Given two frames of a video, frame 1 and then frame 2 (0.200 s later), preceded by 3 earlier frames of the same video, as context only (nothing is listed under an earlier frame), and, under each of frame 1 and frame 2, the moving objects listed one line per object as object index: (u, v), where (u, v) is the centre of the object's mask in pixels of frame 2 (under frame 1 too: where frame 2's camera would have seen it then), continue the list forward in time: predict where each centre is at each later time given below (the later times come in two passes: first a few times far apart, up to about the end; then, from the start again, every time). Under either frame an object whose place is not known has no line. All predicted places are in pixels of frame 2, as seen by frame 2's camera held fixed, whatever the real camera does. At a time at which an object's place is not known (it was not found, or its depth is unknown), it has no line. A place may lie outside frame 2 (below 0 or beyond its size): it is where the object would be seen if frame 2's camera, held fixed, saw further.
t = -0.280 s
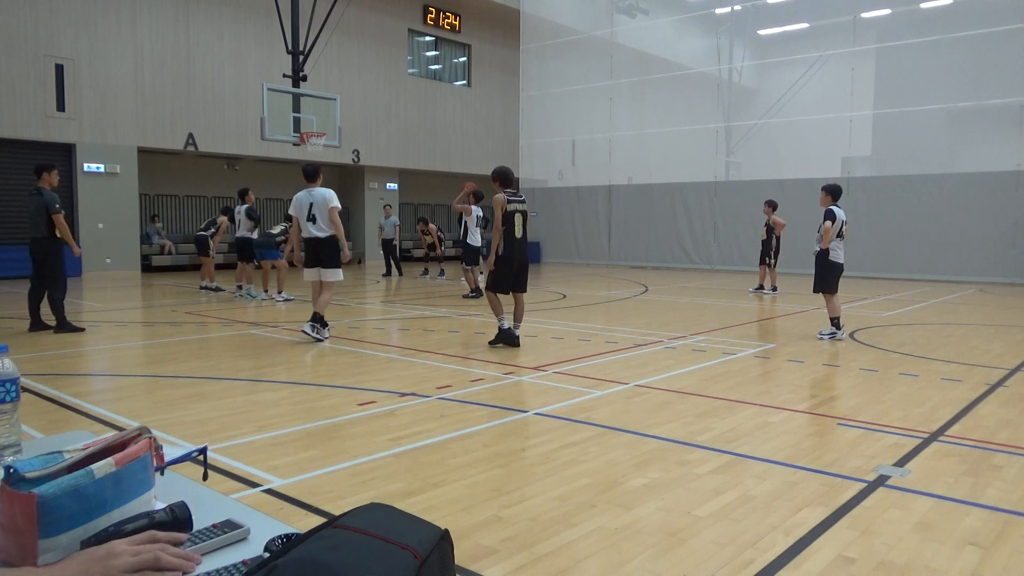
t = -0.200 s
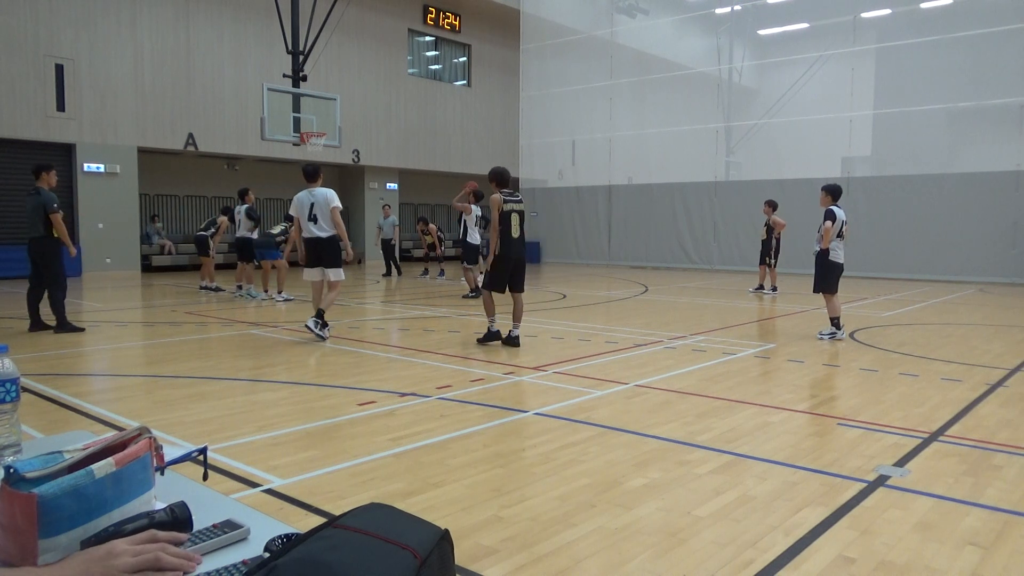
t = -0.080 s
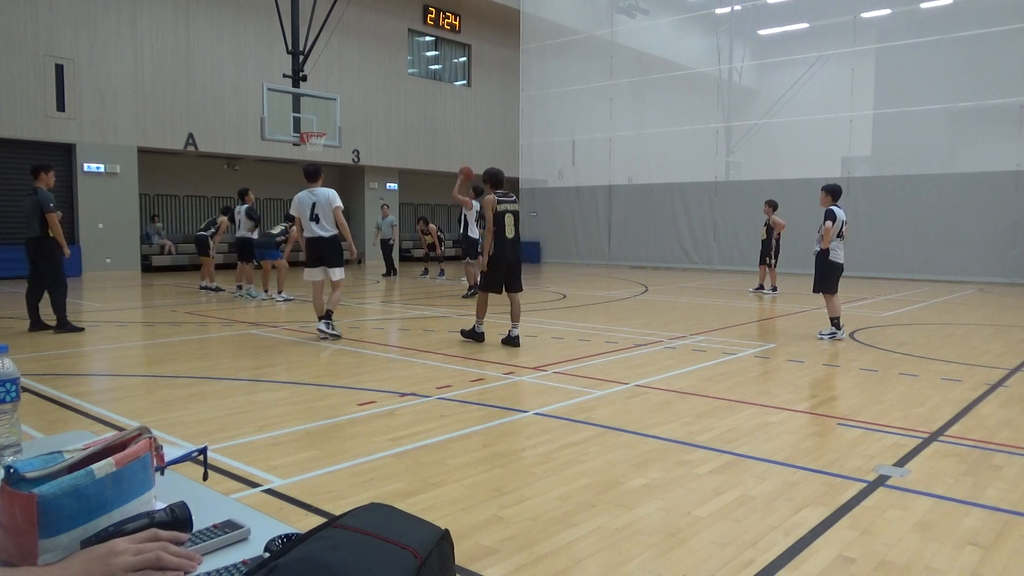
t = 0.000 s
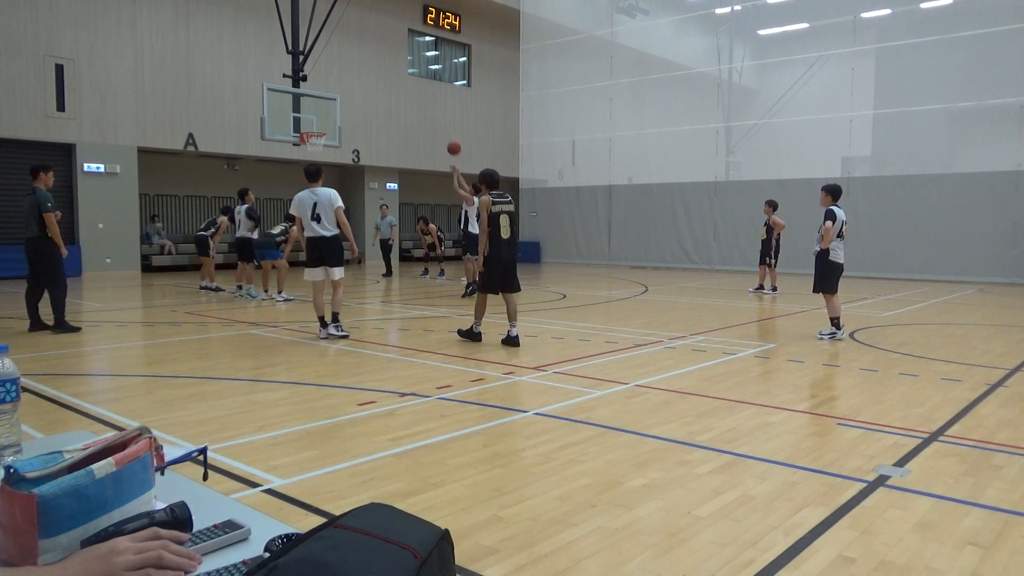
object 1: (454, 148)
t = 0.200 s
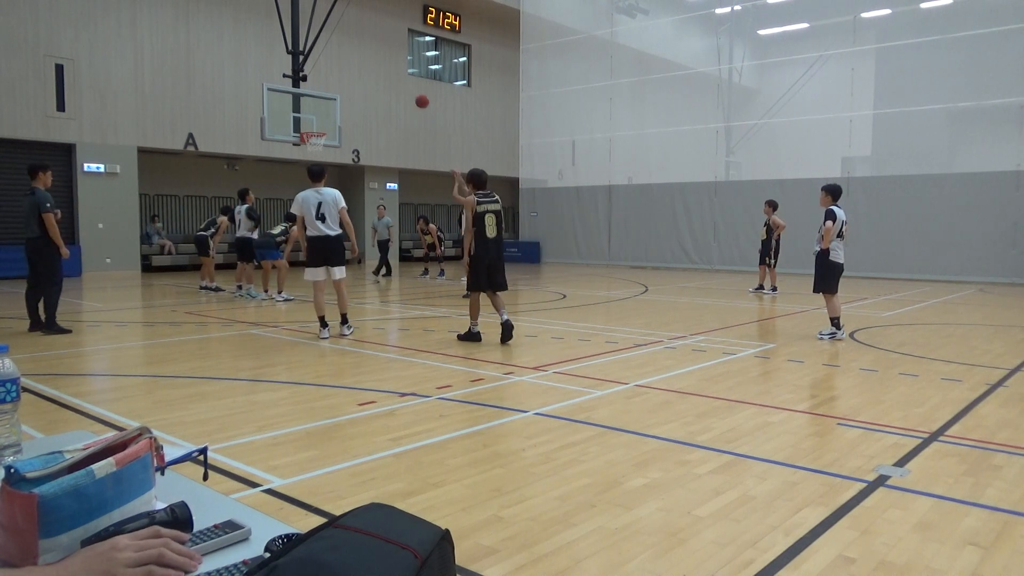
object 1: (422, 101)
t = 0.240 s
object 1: (416, 95)
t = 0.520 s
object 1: (376, 78)
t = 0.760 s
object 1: (347, 96)
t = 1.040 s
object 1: (320, 123)
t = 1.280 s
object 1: (317, 117)
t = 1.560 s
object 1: (330, 127)
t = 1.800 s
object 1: (340, 143)
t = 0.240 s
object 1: (416, 95)
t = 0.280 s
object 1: (410, 90)
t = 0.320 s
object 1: (404, 86)
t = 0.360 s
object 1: (398, 82)
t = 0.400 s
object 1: (393, 80)
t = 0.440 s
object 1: (387, 78)
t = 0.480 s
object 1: (382, 78)
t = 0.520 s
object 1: (376, 78)
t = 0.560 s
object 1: (371, 79)
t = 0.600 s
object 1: (366, 81)
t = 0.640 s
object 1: (361, 83)
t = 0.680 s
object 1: (356, 87)
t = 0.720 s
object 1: (351, 91)
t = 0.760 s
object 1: (347, 96)
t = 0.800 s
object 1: (342, 101)
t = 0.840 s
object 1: (338, 108)
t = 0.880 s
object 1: (333, 115)
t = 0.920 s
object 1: (329, 122)
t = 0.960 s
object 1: (325, 129)
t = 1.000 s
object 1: (323, 125)
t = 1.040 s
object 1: (320, 123)
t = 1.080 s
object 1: (318, 121)
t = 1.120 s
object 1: (315, 120)
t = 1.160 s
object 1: (313, 120)
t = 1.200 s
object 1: (314, 118)
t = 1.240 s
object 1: (316, 117)
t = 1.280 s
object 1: (317, 117)
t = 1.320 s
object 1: (319, 118)
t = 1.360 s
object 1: (321, 119)
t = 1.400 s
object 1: (323, 121)
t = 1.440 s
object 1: (325, 124)
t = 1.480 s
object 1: (326, 127)
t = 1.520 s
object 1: (328, 127)
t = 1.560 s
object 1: (330, 127)
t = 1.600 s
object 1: (331, 128)
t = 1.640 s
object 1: (333, 129)
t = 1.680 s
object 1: (335, 132)
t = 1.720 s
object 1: (336, 135)
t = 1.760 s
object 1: (338, 138)
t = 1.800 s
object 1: (340, 143)
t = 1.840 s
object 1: (342, 149)
